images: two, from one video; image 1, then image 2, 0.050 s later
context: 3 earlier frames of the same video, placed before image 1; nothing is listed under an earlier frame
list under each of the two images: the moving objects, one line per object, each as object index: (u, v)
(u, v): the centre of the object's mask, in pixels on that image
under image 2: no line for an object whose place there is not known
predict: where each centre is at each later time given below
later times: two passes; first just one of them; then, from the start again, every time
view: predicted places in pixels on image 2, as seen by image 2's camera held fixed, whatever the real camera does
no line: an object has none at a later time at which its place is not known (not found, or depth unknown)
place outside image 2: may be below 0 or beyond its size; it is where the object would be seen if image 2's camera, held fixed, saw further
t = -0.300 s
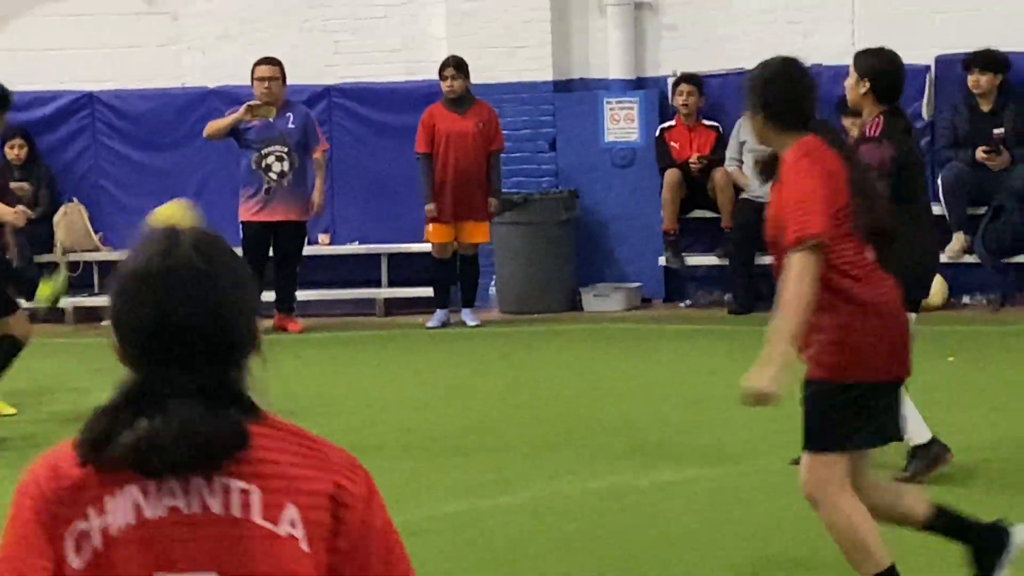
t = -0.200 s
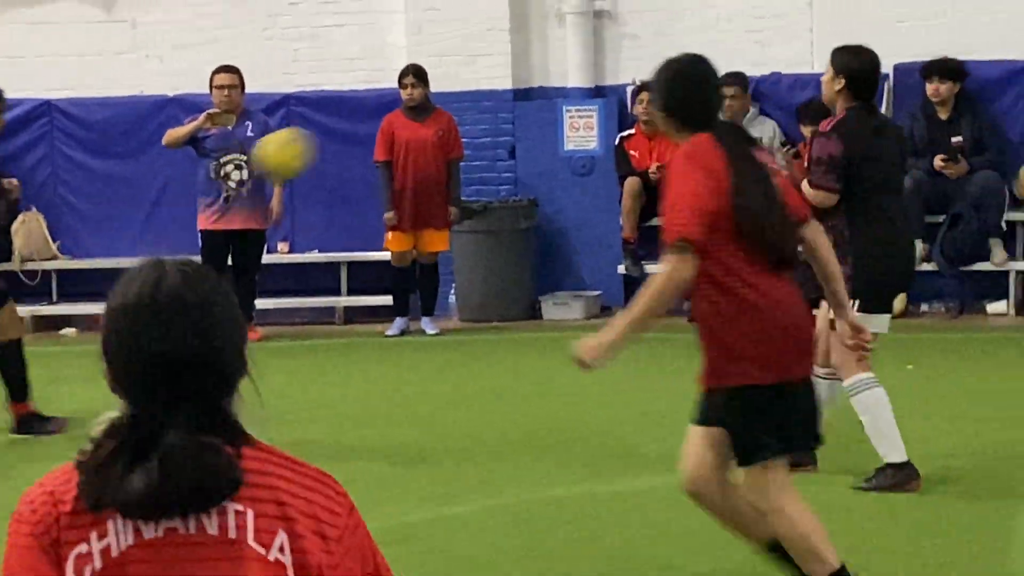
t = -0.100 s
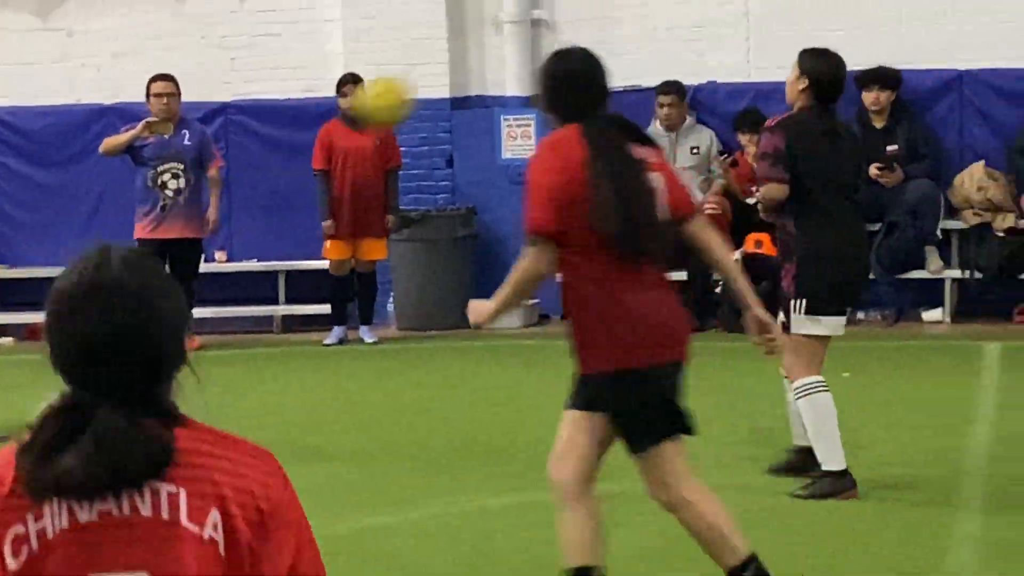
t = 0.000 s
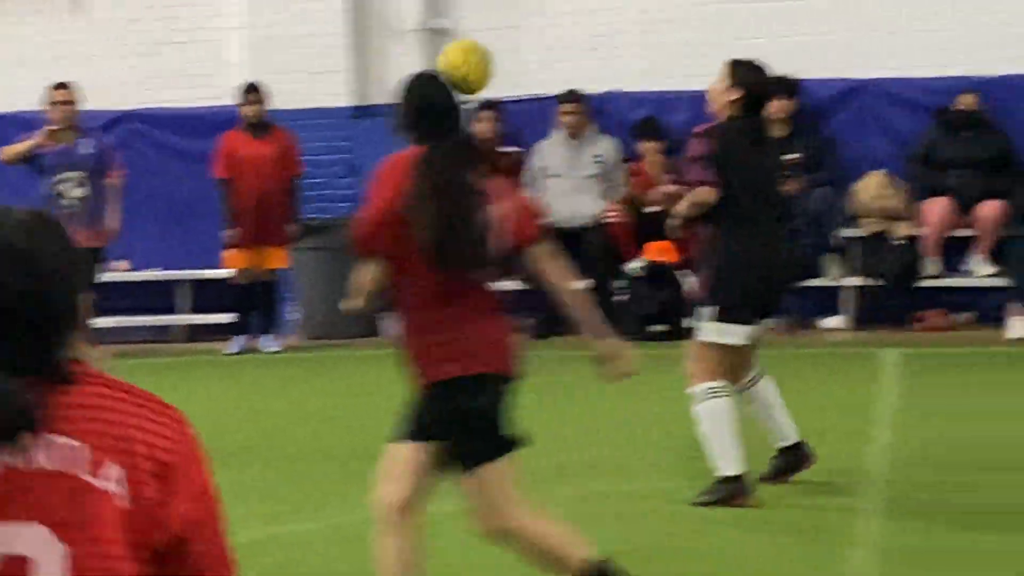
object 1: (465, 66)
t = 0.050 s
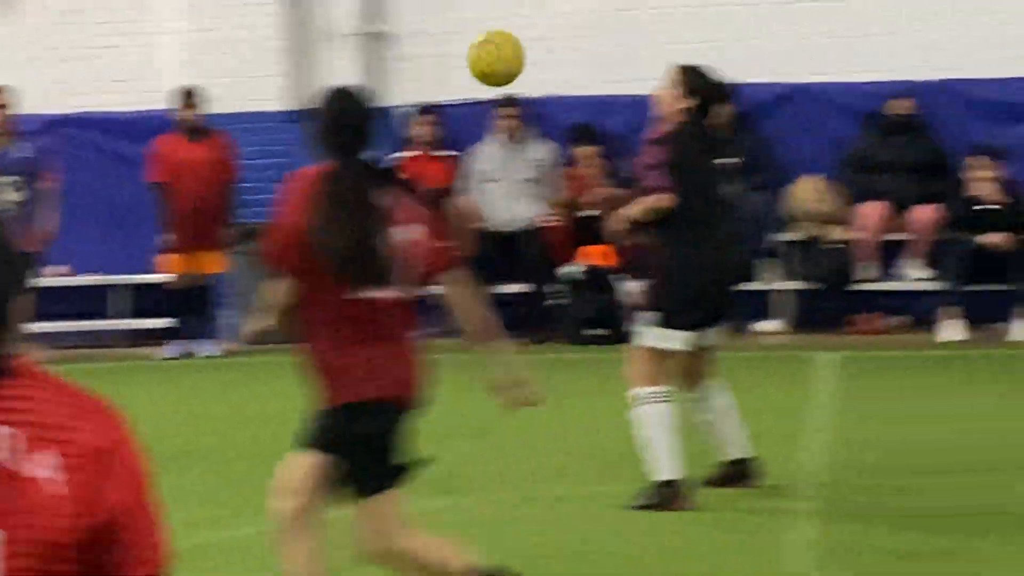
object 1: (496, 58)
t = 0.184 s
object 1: (761, 54)
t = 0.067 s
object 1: (527, 55)
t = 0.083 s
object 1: (559, 52)
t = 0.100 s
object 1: (591, 51)
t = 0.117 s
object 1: (624, 50)
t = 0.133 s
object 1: (657, 50)
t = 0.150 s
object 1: (692, 51)
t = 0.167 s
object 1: (726, 53)
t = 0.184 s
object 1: (761, 54)
